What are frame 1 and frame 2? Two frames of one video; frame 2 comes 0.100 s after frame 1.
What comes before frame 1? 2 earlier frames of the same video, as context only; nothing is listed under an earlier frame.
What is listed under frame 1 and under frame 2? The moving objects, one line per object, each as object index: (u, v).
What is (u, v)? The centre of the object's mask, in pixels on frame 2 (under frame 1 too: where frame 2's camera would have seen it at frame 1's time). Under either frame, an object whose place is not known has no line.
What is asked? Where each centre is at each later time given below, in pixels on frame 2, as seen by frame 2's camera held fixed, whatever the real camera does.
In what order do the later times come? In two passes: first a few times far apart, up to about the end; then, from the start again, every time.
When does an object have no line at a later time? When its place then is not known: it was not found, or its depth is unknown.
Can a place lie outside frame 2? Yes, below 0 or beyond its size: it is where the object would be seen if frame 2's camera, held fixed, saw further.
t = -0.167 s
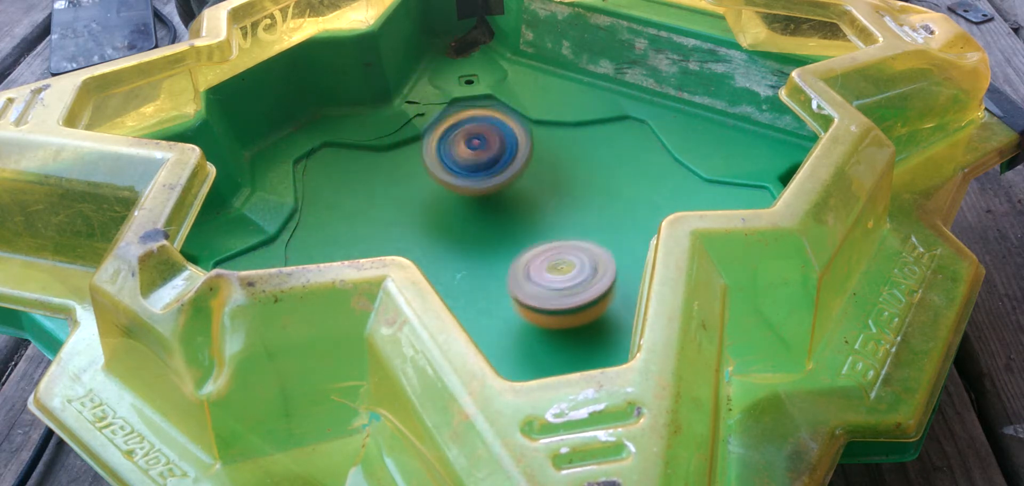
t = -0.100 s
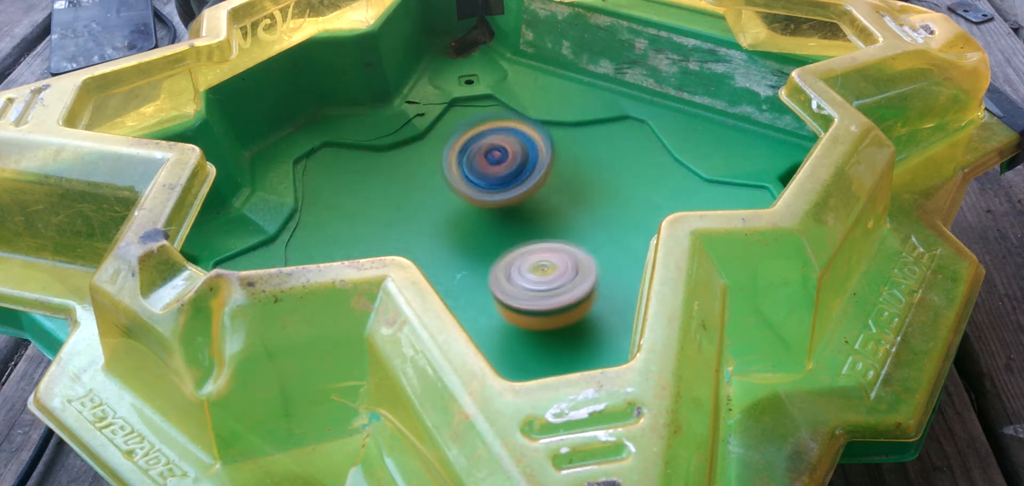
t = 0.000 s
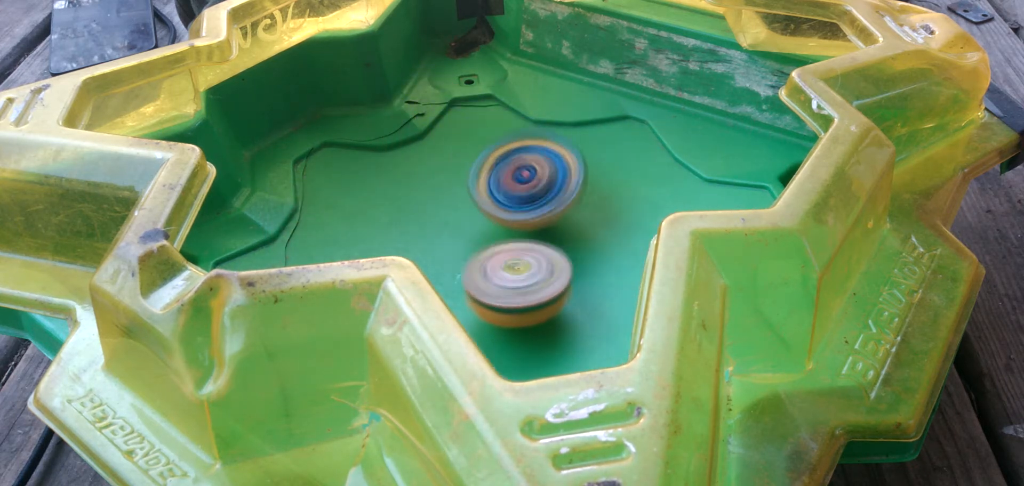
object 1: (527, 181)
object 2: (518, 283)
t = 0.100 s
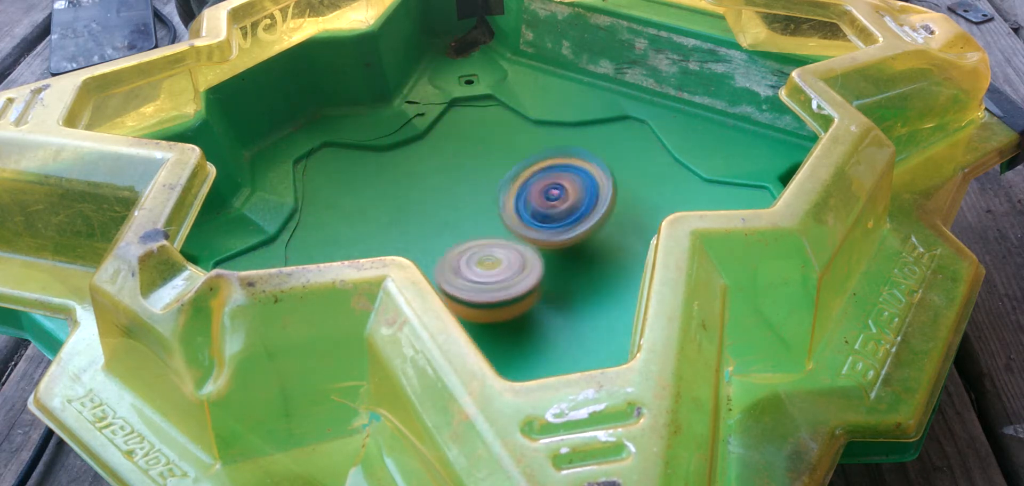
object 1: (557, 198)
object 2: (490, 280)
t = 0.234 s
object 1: (599, 217)
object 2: (459, 271)
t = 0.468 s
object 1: (615, 249)
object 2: (411, 242)
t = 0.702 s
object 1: (570, 277)
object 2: (408, 221)
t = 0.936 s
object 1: (483, 280)
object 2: (443, 195)
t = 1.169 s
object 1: (410, 249)
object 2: (493, 182)
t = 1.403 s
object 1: (389, 225)
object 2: (541, 187)
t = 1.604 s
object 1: (426, 193)
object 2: (569, 204)
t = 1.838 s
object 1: (478, 156)
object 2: (567, 236)
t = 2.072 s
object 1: (521, 143)
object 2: (533, 265)
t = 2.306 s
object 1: (546, 179)
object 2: (485, 276)
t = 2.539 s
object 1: (567, 227)
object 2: (449, 261)
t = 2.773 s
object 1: (560, 274)
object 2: (431, 238)
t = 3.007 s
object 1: (522, 284)
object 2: (448, 213)
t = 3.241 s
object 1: (471, 263)
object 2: (486, 187)
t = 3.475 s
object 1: (443, 268)
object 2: (530, 172)
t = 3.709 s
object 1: (450, 249)
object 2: (565, 185)
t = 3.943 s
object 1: (431, 214)
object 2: (606, 206)
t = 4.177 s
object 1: (418, 186)
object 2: (599, 239)
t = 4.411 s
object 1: (451, 179)
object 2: (548, 266)
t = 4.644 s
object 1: (504, 180)
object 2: (483, 281)
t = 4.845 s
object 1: (523, 195)
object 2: (436, 255)
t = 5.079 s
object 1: (536, 231)
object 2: (388, 219)
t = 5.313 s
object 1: (530, 252)
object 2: (389, 180)
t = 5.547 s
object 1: (504, 238)
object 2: (448, 162)
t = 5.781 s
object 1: (511, 243)
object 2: (514, 161)
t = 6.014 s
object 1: (495, 258)
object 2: (568, 204)
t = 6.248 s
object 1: (487, 269)
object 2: (595, 246)
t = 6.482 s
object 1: (482, 241)
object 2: (558, 280)
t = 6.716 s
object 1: (528, 226)
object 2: (498, 290)
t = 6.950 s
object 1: (541, 235)
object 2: (446, 254)
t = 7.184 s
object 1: (541, 234)
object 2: (448, 205)
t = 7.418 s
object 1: (544, 243)
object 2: (503, 168)
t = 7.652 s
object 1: (528, 260)
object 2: (563, 180)
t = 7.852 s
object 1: (484, 259)
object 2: (572, 220)
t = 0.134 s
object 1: (570, 203)
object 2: (479, 279)
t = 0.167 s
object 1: (579, 209)
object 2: (472, 278)
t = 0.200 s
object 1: (590, 213)
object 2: (466, 275)
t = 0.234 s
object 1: (599, 217)
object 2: (459, 271)
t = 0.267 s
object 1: (606, 222)
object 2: (452, 267)
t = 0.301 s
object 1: (611, 228)
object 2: (444, 262)
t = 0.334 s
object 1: (616, 230)
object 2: (436, 258)
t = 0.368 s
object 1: (617, 236)
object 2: (428, 253)
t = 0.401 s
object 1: (618, 241)
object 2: (421, 249)
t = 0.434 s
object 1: (617, 245)
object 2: (416, 245)
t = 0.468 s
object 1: (615, 249)
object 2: (411, 242)
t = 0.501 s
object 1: (612, 254)
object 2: (407, 238)
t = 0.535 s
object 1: (609, 257)
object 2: (404, 234)
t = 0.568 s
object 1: (603, 261)
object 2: (402, 231)
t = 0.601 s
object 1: (596, 266)
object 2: (401, 229)
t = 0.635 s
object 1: (590, 270)
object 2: (403, 226)
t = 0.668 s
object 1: (581, 273)
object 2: (405, 224)
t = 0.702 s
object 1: (570, 277)
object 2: (408, 221)
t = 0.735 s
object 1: (557, 279)
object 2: (412, 218)
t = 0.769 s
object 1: (542, 281)
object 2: (416, 214)
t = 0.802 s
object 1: (531, 283)
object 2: (420, 209)
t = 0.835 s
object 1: (517, 285)
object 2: (426, 206)
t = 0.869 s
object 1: (502, 284)
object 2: (432, 202)
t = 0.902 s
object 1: (493, 283)
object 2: (437, 199)
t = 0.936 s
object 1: (483, 280)
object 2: (443, 195)
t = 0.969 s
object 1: (476, 278)
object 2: (450, 192)
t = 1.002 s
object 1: (469, 274)
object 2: (457, 189)
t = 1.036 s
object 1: (460, 270)
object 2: (464, 187)
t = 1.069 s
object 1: (448, 264)
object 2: (472, 185)
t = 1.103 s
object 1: (434, 258)
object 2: (479, 183)
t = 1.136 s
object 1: (420, 253)
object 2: (486, 183)
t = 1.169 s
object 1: (410, 249)
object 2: (493, 182)
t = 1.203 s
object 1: (398, 244)
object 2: (501, 181)
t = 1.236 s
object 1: (390, 241)
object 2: (508, 181)
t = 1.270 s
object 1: (387, 238)
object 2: (515, 182)
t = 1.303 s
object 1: (383, 234)
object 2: (522, 182)
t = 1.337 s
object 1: (384, 232)
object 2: (529, 183)
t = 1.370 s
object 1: (386, 228)
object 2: (535, 185)
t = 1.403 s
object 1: (389, 225)
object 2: (541, 187)
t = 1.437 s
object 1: (394, 221)
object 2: (547, 189)
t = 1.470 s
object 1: (399, 216)
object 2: (552, 192)
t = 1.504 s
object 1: (406, 212)
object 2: (557, 195)
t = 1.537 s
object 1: (412, 205)
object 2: (561, 198)
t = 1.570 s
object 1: (417, 200)
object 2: (566, 201)
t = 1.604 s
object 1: (426, 193)
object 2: (569, 204)
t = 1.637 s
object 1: (431, 187)
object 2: (572, 209)
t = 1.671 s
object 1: (439, 182)
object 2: (574, 213)
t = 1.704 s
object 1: (448, 176)
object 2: (574, 217)
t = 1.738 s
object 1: (454, 171)
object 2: (574, 221)
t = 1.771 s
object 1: (463, 166)
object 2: (572, 226)
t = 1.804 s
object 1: (470, 160)
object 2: (570, 231)
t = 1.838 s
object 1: (478, 156)
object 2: (567, 236)
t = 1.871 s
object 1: (487, 151)
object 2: (564, 240)
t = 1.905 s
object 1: (493, 150)
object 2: (561, 244)
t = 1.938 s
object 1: (502, 147)
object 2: (556, 249)
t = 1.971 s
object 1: (507, 143)
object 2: (552, 253)
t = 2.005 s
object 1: (513, 142)
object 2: (546, 257)
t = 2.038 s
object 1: (518, 141)
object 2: (540, 261)
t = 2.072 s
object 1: (521, 143)
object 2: (533, 265)
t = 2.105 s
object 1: (525, 145)
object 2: (526, 268)
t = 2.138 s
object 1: (526, 148)
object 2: (520, 271)
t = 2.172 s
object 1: (530, 154)
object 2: (514, 273)
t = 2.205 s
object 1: (535, 161)
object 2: (507, 274)
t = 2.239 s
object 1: (538, 167)
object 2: (499, 275)
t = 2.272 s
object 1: (543, 173)
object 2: (492, 276)
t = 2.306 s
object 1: (546, 179)
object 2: (485, 276)
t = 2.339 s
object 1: (552, 187)
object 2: (479, 275)
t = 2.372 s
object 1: (555, 192)
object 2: (474, 274)
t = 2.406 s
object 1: (559, 200)
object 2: (469, 272)
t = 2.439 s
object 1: (562, 207)
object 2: (463, 270)
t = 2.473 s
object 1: (564, 214)
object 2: (459, 267)
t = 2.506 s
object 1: (568, 223)
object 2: (454, 264)
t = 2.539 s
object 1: (567, 227)
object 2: (449, 261)
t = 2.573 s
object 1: (568, 236)
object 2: (445, 258)
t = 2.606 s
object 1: (567, 242)
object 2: (442, 255)
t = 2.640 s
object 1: (568, 250)
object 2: (438, 252)
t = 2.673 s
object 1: (567, 255)
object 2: (435, 248)
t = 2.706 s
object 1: (564, 262)
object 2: (433, 245)
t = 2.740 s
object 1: (563, 270)
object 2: (431, 242)
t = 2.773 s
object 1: (560, 274)
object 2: (431, 238)
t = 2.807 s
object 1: (555, 278)
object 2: (431, 235)
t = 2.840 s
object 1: (552, 281)
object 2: (432, 232)
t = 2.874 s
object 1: (547, 283)
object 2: (434, 228)
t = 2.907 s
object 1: (541, 284)
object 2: (437, 225)
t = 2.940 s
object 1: (535, 286)
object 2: (440, 221)
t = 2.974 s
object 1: (530, 285)
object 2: (444, 217)
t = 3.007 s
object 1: (522, 284)
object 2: (448, 213)
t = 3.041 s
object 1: (517, 282)
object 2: (453, 209)
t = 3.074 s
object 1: (508, 278)
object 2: (457, 204)
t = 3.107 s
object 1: (500, 276)
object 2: (462, 200)
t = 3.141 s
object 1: (492, 272)
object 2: (467, 197)
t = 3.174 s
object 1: (485, 268)
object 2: (473, 194)
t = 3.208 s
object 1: (480, 264)
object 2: (478, 189)
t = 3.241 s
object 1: (471, 263)
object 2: (486, 187)
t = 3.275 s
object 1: (465, 265)
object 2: (493, 183)
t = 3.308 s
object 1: (461, 266)
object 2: (499, 180)
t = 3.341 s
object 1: (460, 269)
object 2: (505, 177)
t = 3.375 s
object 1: (450, 268)
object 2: (511, 175)
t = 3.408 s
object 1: (448, 269)
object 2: (518, 173)
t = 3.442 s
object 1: (443, 268)
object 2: (524, 172)
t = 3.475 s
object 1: (443, 268)
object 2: (530, 172)
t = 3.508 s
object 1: (440, 266)
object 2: (536, 172)
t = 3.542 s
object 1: (444, 267)
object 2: (542, 173)
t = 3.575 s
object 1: (443, 263)
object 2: (547, 175)
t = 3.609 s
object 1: (445, 262)
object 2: (553, 177)
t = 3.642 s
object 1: (446, 256)
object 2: (558, 179)
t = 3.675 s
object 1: (450, 255)
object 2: (561, 182)
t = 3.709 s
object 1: (450, 249)
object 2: (565, 185)
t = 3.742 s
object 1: (453, 246)
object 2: (568, 188)
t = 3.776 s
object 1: (456, 240)
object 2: (570, 192)
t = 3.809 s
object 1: (461, 236)
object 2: (571, 196)
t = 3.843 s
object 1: (465, 229)
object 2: (571, 201)
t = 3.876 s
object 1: (451, 223)
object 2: (587, 203)
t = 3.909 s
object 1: (437, 220)
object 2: (600, 204)
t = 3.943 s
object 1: (431, 214)
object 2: (606, 206)
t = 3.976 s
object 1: (428, 212)
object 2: (608, 209)
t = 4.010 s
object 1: (423, 208)
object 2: (609, 213)
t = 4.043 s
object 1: (418, 202)
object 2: (609, 217)
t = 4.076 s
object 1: (419, 198)
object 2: (608, 222)
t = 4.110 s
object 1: (415, 194)
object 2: (606, 228)
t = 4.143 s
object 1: (416, 189)
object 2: (603, 233)
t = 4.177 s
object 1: (418, 186)
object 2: (599, 239)
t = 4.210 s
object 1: (420, 181)
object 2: (594, 244)
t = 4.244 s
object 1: (423, 180)
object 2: (589, 249)
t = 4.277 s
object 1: (427, 178)
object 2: (583, 253)
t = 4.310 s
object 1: (431, 178)
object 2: (576, 257)
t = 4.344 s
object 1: (435, 177)
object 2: (567, 261)
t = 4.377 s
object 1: (445, 178)
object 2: (558, 264)
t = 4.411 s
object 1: (451, 179)
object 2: (548, 266)
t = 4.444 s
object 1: (459, 179)
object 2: (537, 268)
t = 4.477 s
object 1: (468, 181)
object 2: (526, 269)
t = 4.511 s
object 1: (475, 183)
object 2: (515, 270)
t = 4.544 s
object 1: (482, 180)
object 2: (505, 274)
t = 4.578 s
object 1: (495, 178)
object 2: (498, 280)
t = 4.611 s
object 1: (502, 179)
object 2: (491, 282)
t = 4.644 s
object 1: (504, 180)
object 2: (483, 281)
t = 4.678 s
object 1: (505, 180)
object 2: (476, 278)
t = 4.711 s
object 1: (508, 179)
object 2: (468, 274)
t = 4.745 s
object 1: (515, 179)
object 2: (461, 271)
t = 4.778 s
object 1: (522, 185)
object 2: (453, 266)
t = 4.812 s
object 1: (524, 190)
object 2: (445, 261)
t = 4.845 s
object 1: (523, 195)
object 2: (436, 255)
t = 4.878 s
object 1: (523, 197)
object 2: (429, 250)
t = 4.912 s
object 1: (524, 199)
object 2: (423, 245)
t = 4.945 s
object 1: (524, 203)
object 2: (418, 240)
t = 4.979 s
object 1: (526, 206)
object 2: (412, 235)
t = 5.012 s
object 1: (524, 214)
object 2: (409, 232)
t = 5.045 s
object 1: (522, 221)
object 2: (407, 227)
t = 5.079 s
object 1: (536, 231)
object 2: (388, 219)
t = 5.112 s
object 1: (545, 239)
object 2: (378, 213)
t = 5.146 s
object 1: (545, 246)
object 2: (374, 207)
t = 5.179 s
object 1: (540, 251)
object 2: (375, 202)
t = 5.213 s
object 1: (538, 252)
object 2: (377, 196)
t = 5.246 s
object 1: (536, 254)
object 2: (380, 190)
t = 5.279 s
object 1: (534, 251)
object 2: (384, 184)
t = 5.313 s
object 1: (530, 252)
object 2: (389, 180)
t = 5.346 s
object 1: (527, 251)
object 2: (395, 177)
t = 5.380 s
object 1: (523, 250)
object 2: (403, 173)
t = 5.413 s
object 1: (519, 247)
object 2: (411, 171)
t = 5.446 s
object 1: (513, 244)
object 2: (421, 169)
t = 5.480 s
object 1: (507, 240)
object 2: (430, 167)
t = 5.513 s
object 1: (503, 238)
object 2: (440, 166)
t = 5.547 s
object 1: (504, 238)
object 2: (448, 162)
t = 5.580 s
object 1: (504, 238)
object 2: (457, 160)
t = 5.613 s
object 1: (505, 237)
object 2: (465, 158)
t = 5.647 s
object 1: (508, 236)
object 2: (475, 158)
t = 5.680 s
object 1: (511, 237)
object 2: (483, 157)
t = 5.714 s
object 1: (510, 241)
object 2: (493, 158)
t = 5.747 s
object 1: (512, 242)
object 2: (504, 160)
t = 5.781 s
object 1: (511, 243)
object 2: (514, 161)
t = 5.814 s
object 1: (507, 248)
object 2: (525, 165)
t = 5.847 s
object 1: (501, 254)
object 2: (533, 168)
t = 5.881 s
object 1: (498, 254)
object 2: (539, 176)
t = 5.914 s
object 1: (495, 256)
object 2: (548, 183)
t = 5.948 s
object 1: (495, 256)
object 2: (557, 189)
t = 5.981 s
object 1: (497, 256)
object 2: (564, 195)
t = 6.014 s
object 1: (495, 258)
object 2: (568, 204)
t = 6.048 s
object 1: (491, 263)
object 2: (575, 211)
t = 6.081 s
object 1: (491, 267)
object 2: (581, 217)
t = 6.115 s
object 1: (494, 270)
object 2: (584, 224)
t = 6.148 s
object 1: (498, 273)
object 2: (586, 231)
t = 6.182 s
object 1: (498, 273)
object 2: (590, 237)
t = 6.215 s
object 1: (492, 272)
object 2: (594, 241)
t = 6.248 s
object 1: (487, 269)
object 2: (595, 246)
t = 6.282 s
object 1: (483, 265)
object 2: (594, 252)
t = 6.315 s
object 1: (480, 261)
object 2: (592, 257)
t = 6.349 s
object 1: (477, 256)
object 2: (587, 262)
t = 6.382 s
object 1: (477, 253)
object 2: (581, 268)
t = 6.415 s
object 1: (478, 249)
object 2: (575, 273)
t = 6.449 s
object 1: (480, 245)
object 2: (567, 276)
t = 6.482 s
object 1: (482, 241)
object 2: (558, 280)
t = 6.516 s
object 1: (486, 236)
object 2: (550, 283)
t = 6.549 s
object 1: (492, 231)
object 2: (541, 285)
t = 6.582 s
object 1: (499, 228)
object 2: (533, 287)
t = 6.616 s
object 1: (507, 224)
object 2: (525, 291)
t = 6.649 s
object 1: (515, 224)
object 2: (517, 292)
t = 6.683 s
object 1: (522, 224)
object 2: (509, 291)
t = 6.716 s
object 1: (528, 226)
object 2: (498, 290)
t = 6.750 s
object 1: (533, 228)
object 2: (489, 288)
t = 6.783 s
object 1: (535, 229)
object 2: (480, 284)
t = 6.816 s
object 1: (538, 231)
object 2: (473, 280)
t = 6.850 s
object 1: (538, 233)
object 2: (464, 274)
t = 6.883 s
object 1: (539, 234)
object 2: (458, 267)
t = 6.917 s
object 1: (540, 234)
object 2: (451, 261)
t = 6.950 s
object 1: (541, 235)
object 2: (446, 254)
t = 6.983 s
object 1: (542, 235)
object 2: (442, 247)
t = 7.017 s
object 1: (543, 236)
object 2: (438, 240)
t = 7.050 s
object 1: (543, 236)
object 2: (437, 234)
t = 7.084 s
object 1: (543, 236)
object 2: (438, 227)
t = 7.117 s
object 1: (542, 236)
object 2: (440, 220)
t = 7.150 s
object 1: (542, 235)
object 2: (444, 212)
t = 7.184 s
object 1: (541, 234)
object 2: (448, 205)
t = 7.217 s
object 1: (540, 234)
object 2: (452, 199)
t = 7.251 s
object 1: (541, 234)
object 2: (459, 193)
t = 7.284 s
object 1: (542, 235)
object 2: (465, 187)
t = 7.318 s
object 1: (543, 236)
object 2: (473, 181)
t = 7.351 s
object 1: (544, 237)
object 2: (482, 176)
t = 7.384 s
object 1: (544, 240)
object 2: (492, 171)
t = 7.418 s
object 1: (544, 243)
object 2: (503, 168)
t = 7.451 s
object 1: (543, 245)
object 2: (512, 166)
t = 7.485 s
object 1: (542, 249)
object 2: (521, 167)
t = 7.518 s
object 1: (540, 253)
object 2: (529, 167)
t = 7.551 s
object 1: (537, 255)
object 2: (537, 169)
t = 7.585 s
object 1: (534, 257)
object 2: (546, 171)
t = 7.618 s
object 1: (531, 259)
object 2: (555, 176)
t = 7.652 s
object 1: (528, 260)
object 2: (563, 180)
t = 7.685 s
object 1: (524, 262)
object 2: (569, 185)
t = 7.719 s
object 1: (519, 263)
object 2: (575, 191)
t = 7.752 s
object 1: (512, 264)
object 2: (576, 198)
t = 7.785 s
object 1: (503, 265)
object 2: (577, 206)
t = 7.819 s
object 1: (493, 263)
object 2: (575, 213)
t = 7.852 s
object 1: (484, 259)
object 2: (572, 220)
